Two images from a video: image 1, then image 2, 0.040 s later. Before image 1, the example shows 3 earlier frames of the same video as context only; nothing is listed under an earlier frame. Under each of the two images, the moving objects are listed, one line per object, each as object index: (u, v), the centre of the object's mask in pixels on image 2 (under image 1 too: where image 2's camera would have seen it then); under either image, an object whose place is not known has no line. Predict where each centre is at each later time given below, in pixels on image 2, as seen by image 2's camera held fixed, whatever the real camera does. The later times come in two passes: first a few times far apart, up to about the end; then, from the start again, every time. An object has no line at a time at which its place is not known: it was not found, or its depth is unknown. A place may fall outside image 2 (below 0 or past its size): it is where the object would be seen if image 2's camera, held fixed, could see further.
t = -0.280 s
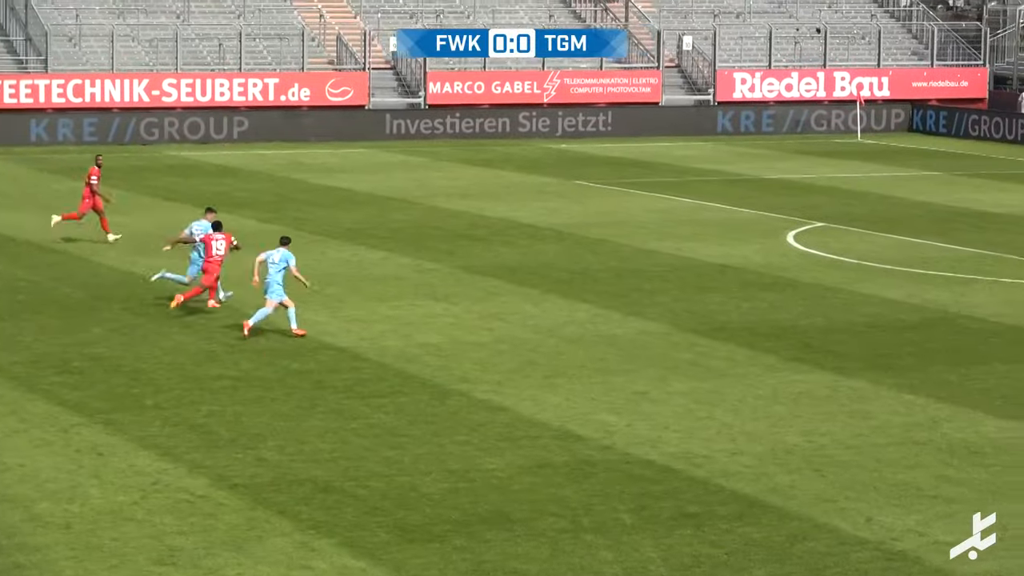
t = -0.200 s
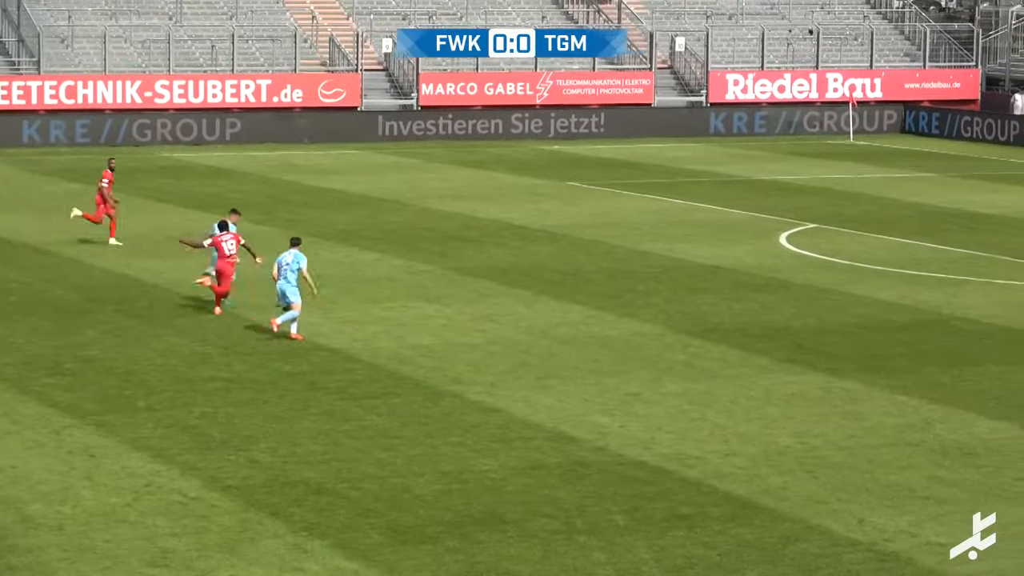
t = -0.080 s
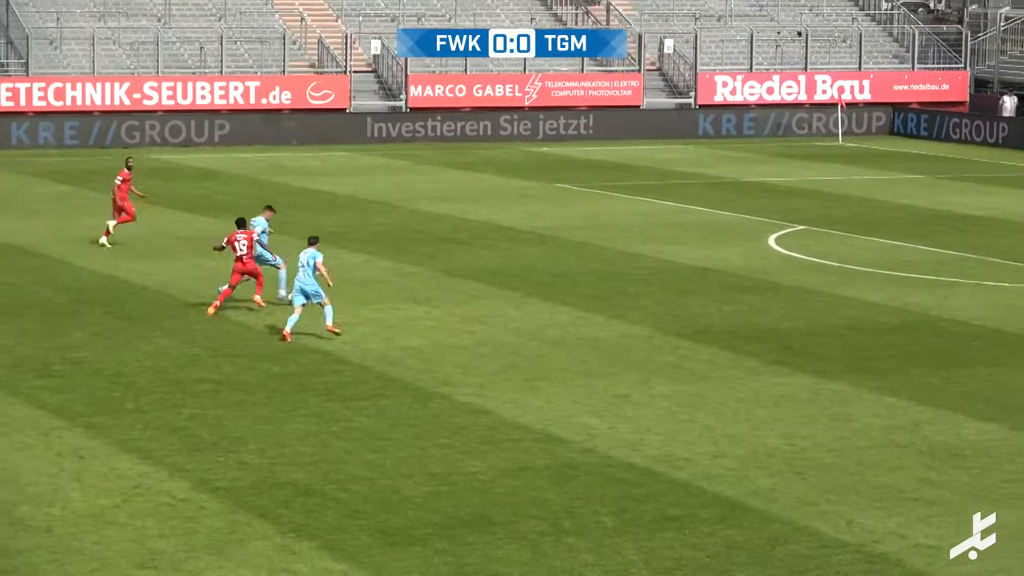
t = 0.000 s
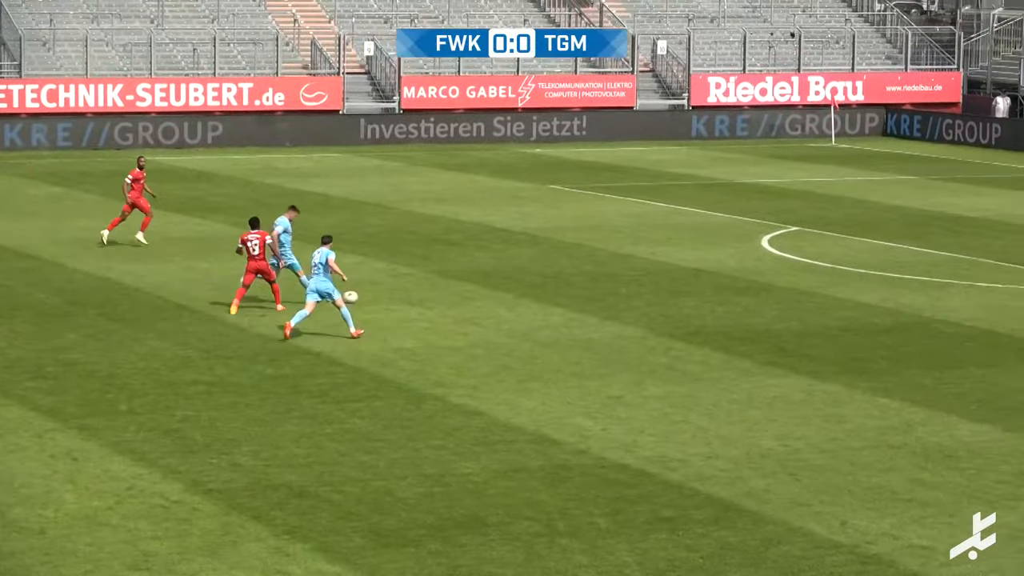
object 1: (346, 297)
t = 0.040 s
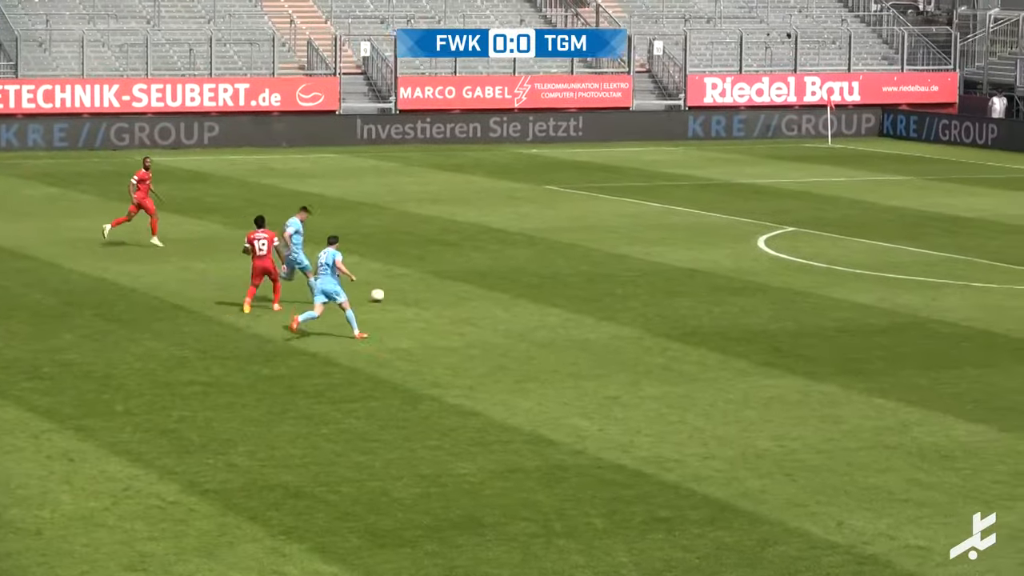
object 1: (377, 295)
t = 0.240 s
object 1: (518, 285)
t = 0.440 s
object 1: (639, 282)
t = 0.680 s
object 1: (762, 277)
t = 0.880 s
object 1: (846, 274)
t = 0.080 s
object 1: (407, 293)
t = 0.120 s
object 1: (437, 292)
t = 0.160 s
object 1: (466, 291)
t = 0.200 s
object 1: (492, 288)
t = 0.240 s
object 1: (518, 285)
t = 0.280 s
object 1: (544, 285)
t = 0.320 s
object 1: (569, 284)
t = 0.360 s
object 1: (594, 285)
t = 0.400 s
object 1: (618, 283)
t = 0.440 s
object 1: (639, 282)
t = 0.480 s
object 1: (661, 280)
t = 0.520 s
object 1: (683, 280)
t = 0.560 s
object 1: (704, 280)
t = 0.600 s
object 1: (725, 281)
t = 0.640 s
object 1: (744, 278)
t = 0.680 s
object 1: (762, 277)
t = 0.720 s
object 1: (780, 277)
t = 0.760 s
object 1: (798, 277)
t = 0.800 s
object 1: (815, 276)
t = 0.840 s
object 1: (831, 275)
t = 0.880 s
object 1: (846, 274)
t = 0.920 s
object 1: (861, 274)
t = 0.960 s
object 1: (876, 274)
